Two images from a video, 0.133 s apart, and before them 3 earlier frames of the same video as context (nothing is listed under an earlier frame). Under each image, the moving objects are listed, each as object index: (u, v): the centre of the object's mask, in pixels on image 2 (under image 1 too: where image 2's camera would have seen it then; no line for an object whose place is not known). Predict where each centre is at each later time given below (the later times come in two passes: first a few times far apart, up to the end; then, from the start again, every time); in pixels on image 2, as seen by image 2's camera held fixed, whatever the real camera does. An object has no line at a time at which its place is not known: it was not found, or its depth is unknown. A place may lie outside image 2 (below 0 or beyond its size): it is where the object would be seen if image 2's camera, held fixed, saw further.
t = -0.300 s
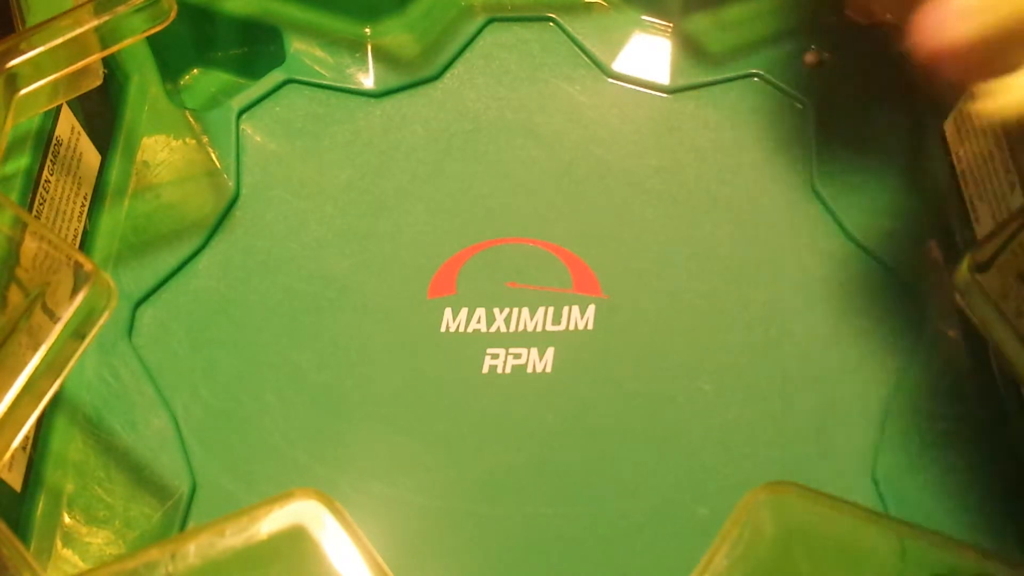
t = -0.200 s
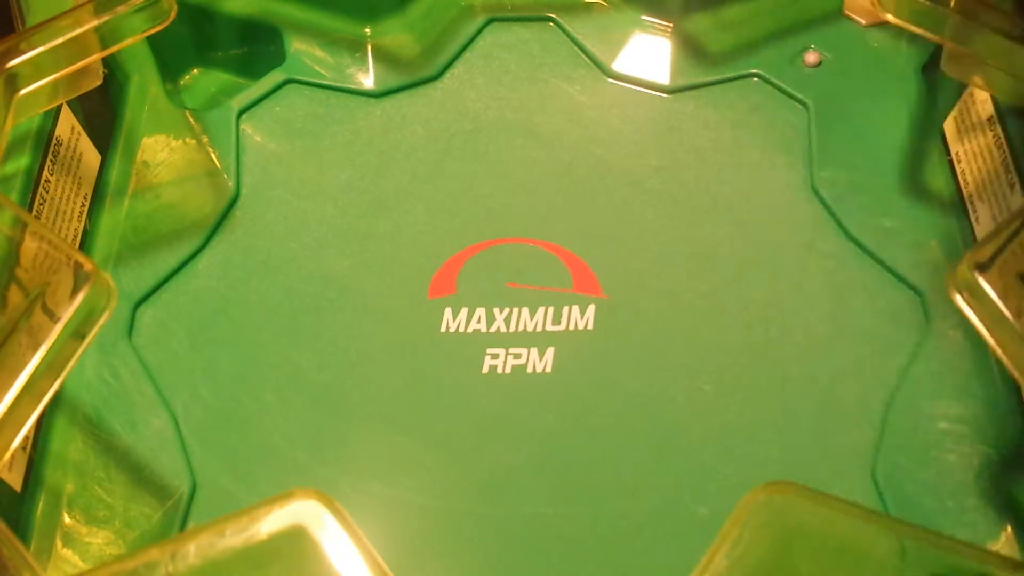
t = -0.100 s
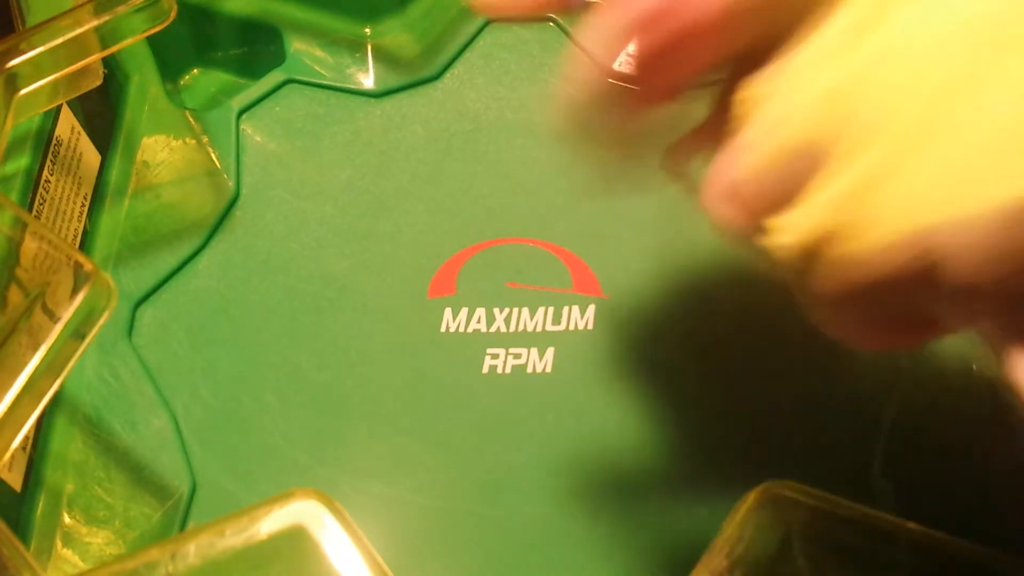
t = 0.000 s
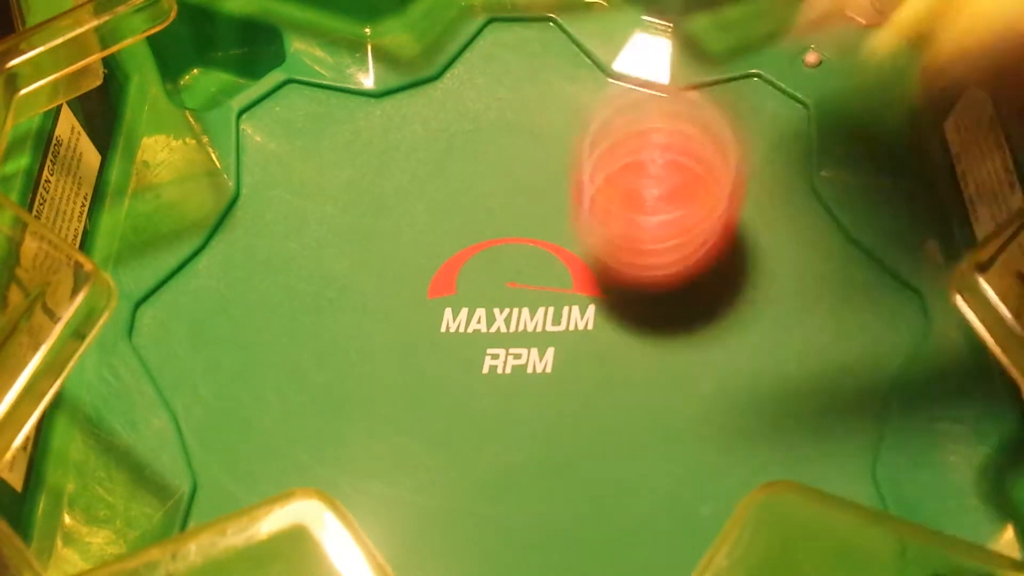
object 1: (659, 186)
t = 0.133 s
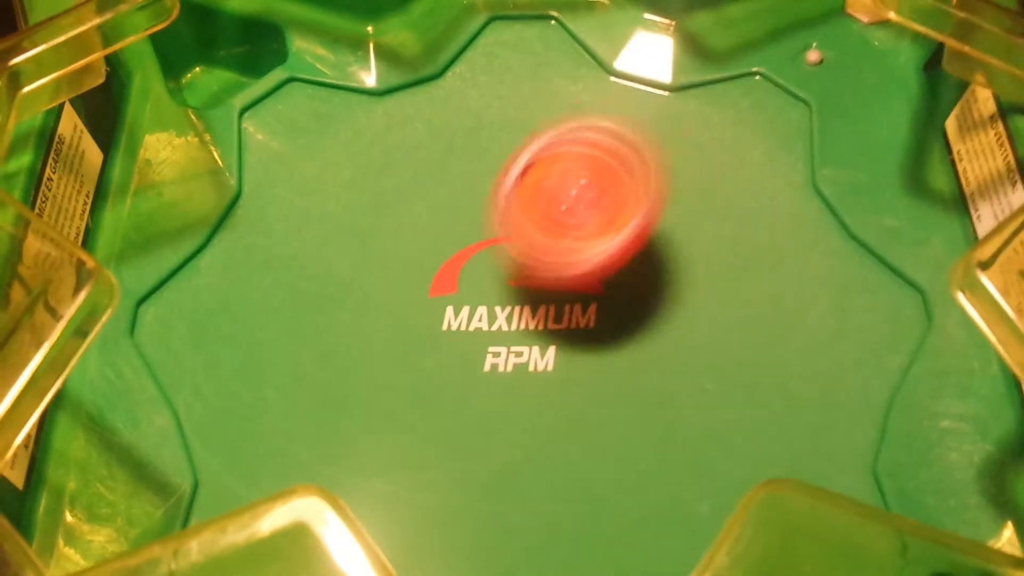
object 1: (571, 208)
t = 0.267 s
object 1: (519, 289)
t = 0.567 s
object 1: (694, 517)
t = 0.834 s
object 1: (784, 371)
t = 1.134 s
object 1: (446, 331)
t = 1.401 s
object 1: (417, 511)
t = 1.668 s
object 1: (663, 452)
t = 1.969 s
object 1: (449, 187)
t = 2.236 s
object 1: (229, 296)
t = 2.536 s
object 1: (519, 397)
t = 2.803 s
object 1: (614, 182)
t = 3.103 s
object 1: (409, 142)
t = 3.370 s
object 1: (465, 281)
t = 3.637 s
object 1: (626, 290)
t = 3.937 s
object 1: (622, 250)
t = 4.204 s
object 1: (584, 274)
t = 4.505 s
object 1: (561, 316)
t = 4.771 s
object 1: (544, 327)
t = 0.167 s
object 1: (549, 235)
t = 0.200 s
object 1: (538, 242)
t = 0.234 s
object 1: (528, 264)
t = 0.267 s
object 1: (519, 289)
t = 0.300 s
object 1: (514, 314)
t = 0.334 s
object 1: (514, 347)
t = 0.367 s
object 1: (520, 385)
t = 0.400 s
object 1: (534, 422)
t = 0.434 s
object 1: (555, 461)
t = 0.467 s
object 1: (582, 484)
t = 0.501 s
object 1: (612, 499)
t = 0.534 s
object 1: (642, 506)
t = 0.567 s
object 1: (694, 517)
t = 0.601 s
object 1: (742, 516)
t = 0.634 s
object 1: (785, 512)
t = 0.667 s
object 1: (823, 502)
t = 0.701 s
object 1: (856, 483)
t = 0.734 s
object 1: (879, 442)
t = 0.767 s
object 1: (854, 422)
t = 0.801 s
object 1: (817, 398)
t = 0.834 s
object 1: (784, 371)
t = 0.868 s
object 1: (752, 345)
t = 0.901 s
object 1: (718, 326)
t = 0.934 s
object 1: (684, 310)
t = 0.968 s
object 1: (644, 301)
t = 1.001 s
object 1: (605, 297)
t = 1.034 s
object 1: (566, 297)
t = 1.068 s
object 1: (520, 303)
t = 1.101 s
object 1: (483, 314)
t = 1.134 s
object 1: (446, 331)
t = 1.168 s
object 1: (415, 350)
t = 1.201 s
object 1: (388, 376)
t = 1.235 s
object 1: (368, 401)
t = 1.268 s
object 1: (357, 424)
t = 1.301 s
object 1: (358, 447)
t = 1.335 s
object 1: (370, 471)
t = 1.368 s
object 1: (394, 494)
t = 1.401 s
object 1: (417, 511)
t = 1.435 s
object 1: (440, 525)
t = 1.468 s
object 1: (471, 534)
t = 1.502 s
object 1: (513, 537)
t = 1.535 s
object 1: (558, 534)
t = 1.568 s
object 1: (598, 525)
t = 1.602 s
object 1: (628, 508)
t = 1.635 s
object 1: (649, 485)
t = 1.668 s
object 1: (663, 452)
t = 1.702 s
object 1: (667, 413)
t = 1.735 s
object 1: (659, 372)
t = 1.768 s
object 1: (643, 332)
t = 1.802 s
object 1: (621, 295)
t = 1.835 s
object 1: (593, 264)
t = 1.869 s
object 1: (553, 239)
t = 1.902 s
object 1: (525, 215)
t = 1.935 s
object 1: (488, 199)
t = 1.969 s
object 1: (449, 187)
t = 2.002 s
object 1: (409, 181)
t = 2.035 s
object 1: (367, 181)
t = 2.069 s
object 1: (328, 187)
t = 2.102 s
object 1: (296, 199)
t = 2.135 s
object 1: (266, 218)
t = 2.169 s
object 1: (242, 243)
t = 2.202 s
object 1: (232, 268)
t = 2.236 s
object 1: (229, 296)
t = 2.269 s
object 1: (232, 327)
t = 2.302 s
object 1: (246, 361)
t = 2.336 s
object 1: (271, 389)
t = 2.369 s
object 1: (308, 408)
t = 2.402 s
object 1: (351, 421)
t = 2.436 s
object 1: (399, 427)
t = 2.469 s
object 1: (441, 424)
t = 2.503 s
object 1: (481, 413)
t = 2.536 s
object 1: (519, 397)
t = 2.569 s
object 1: (552, 370)
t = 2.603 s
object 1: (580, 343)
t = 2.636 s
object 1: (601, 316)
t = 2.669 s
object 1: (614, 287)
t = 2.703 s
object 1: (621, 258)
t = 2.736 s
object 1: (624, 232)
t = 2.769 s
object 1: (621, 207)
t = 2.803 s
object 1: (614, 182)
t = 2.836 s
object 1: (599, 157)
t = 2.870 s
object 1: (579, 134)
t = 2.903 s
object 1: (555, 115)
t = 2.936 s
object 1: (527, 102)
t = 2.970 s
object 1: (498, 97)
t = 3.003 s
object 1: (469, 99)
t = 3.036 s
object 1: (442, 107)
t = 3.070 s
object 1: (422, 121)
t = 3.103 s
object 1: (409, 142)
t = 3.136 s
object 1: (401, 165)
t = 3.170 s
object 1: (401, 186)
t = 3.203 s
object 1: (407, 206)
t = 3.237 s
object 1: (416, 223)
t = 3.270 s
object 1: (426, 240)
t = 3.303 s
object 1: (437, 255)
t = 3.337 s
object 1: (447, 268)
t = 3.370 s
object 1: (465, 281)
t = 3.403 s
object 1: (496, 296)
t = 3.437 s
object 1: (519, 308)
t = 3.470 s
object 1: (540, 311)
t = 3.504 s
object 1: (565, 312)
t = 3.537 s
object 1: (585, 309)
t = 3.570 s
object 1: (604, 303)
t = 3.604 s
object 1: (618, 295)
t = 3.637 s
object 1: (626, 290)
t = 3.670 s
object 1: (632, 285)
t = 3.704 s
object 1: (634, 281)
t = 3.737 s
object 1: (634, 277)
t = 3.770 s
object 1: (632, 271)
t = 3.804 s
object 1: (632, 264)
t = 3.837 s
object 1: (633, 258)
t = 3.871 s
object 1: (631, 253)
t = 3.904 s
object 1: (627, 251)
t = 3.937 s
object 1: (622, 250)
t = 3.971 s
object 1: (617, 249)
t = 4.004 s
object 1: (611, 249)
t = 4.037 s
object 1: (604, 251)
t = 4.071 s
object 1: (597, 252)
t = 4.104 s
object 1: (592, 255)
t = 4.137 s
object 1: (588, 261)
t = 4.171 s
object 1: (585, 268)
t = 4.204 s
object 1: (584, 274)
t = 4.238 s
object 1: (584, 283)
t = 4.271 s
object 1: (584, 291)
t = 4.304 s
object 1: (581, 297)
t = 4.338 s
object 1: (578, 302)
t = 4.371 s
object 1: (575, 307)
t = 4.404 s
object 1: (571, 311)
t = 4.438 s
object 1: (567, 313)
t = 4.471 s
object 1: (564, 315)
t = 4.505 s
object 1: (561, 316)
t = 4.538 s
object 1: (559, 317)
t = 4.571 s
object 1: (556, 319)
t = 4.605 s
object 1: (554, 321)
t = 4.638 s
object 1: (549, 321)
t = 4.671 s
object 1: (550, 323)
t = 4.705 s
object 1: (545, 324)
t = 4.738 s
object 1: (545, 326)
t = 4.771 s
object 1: (544, 327)
